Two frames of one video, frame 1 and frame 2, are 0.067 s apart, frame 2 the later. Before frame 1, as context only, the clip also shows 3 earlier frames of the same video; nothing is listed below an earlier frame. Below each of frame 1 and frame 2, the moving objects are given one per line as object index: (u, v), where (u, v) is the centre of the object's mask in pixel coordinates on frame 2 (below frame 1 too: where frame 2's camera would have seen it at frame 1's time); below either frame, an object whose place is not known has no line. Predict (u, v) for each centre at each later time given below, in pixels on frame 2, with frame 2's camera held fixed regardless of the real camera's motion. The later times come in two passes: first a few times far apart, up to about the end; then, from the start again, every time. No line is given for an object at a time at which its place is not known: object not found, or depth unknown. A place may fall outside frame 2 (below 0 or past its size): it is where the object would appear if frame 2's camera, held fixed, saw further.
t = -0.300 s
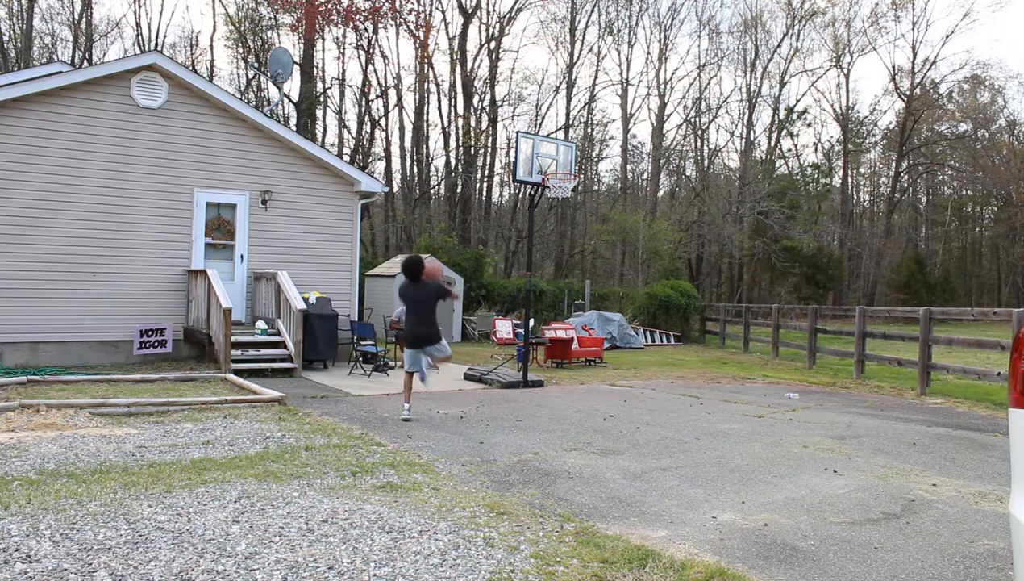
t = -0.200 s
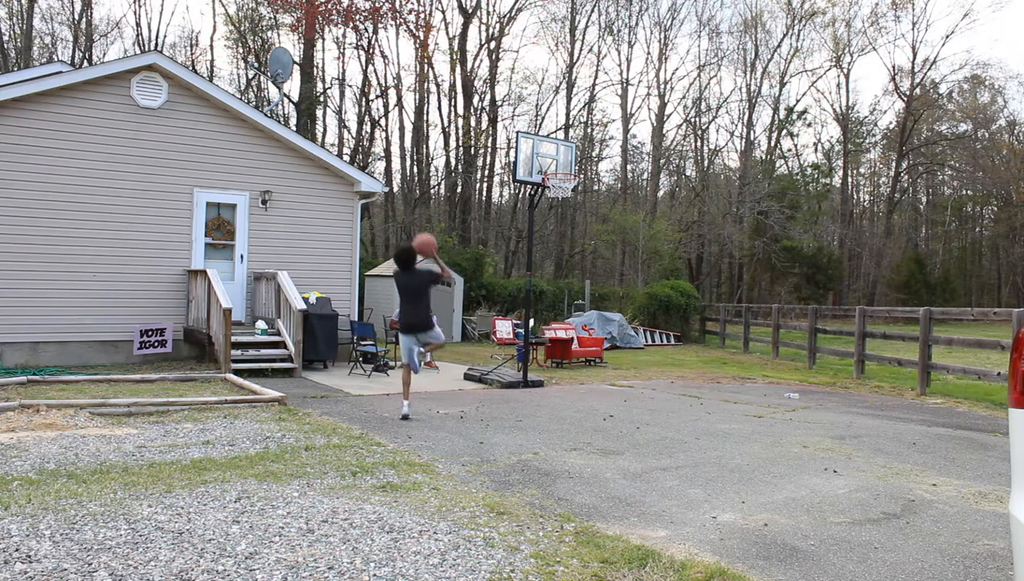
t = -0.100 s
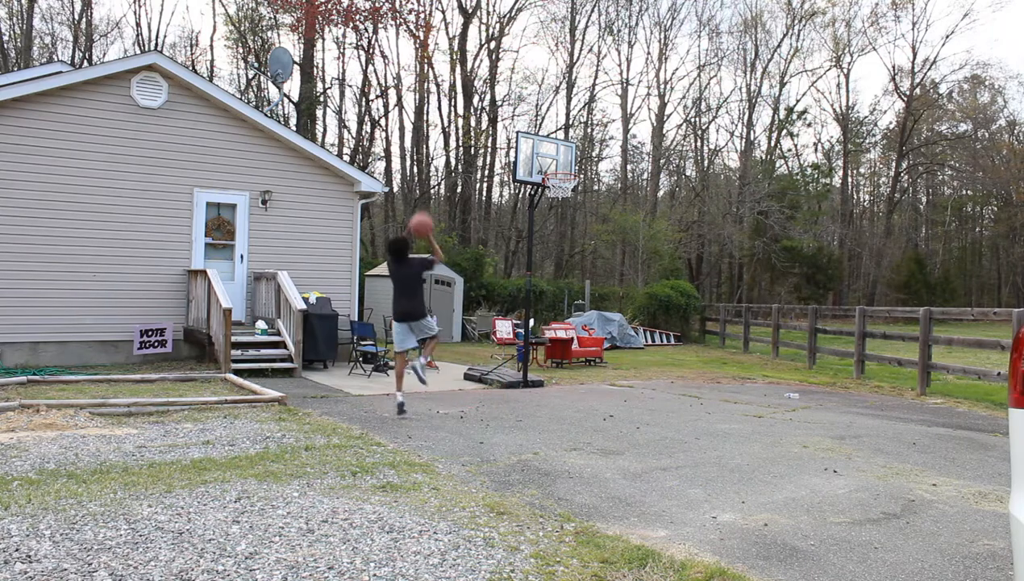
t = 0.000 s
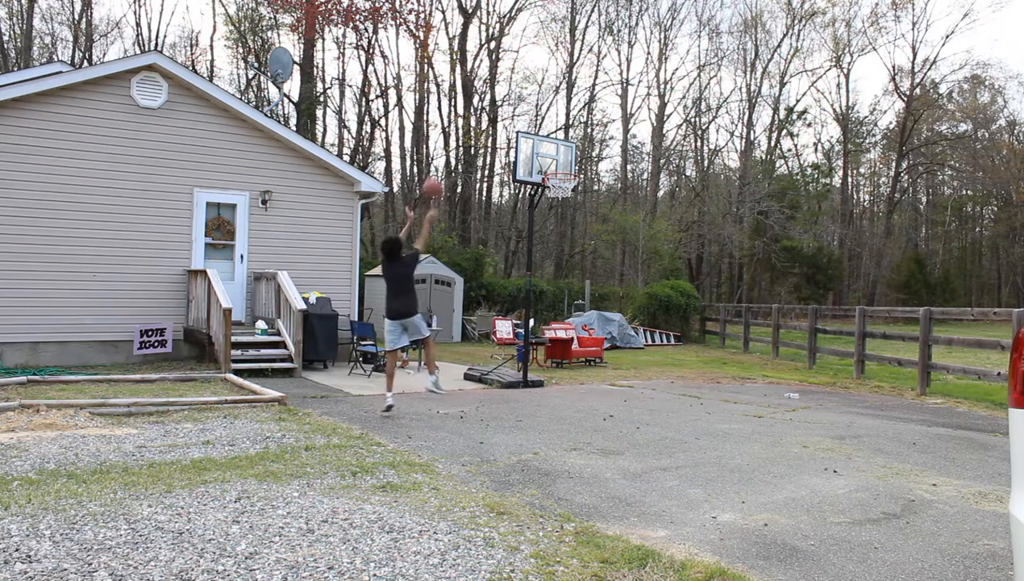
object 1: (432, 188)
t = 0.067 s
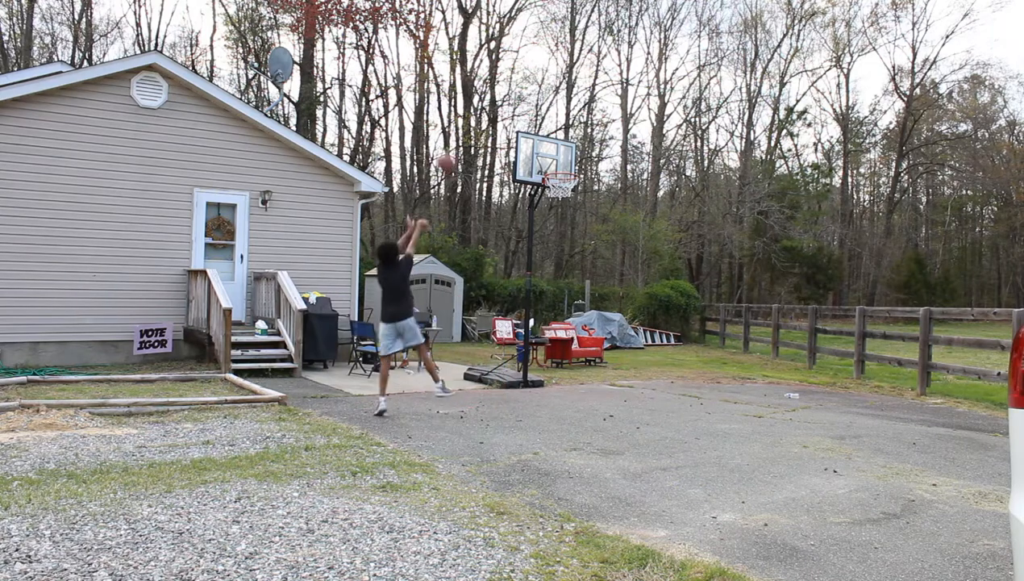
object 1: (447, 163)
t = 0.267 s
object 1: (477, 119)
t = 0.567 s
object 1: (515, 119)
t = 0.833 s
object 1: (540, 171)
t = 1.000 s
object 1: (507, 196)
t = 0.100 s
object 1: (451, 152)
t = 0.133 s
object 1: (456, 143)
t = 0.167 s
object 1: (462, 135)
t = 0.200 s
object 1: (467, 130)
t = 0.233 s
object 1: (471, 124)
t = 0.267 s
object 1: (477, 119)
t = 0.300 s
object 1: (484, 116)
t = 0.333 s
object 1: (488, 113)
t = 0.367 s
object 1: (491, 111)
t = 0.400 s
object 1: (495, 111)
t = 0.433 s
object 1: (499, 111)
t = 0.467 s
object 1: (502, 112)
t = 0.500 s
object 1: (507, 113)
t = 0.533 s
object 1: (511, 116)
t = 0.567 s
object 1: (515, 119)
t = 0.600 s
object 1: (518, 124)
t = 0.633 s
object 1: (522, 129)
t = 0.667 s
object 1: (525, 135)
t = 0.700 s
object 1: (528, 141)
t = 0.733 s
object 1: (533, 148)
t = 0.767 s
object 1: (535, 155)
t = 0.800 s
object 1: (538, 163)
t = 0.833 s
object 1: (540, 171)
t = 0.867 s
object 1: (537, 175)
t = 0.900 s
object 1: (528, 178)
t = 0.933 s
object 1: (520, 183)
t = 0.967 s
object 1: (513, 189)
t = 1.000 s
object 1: (507, 196)
